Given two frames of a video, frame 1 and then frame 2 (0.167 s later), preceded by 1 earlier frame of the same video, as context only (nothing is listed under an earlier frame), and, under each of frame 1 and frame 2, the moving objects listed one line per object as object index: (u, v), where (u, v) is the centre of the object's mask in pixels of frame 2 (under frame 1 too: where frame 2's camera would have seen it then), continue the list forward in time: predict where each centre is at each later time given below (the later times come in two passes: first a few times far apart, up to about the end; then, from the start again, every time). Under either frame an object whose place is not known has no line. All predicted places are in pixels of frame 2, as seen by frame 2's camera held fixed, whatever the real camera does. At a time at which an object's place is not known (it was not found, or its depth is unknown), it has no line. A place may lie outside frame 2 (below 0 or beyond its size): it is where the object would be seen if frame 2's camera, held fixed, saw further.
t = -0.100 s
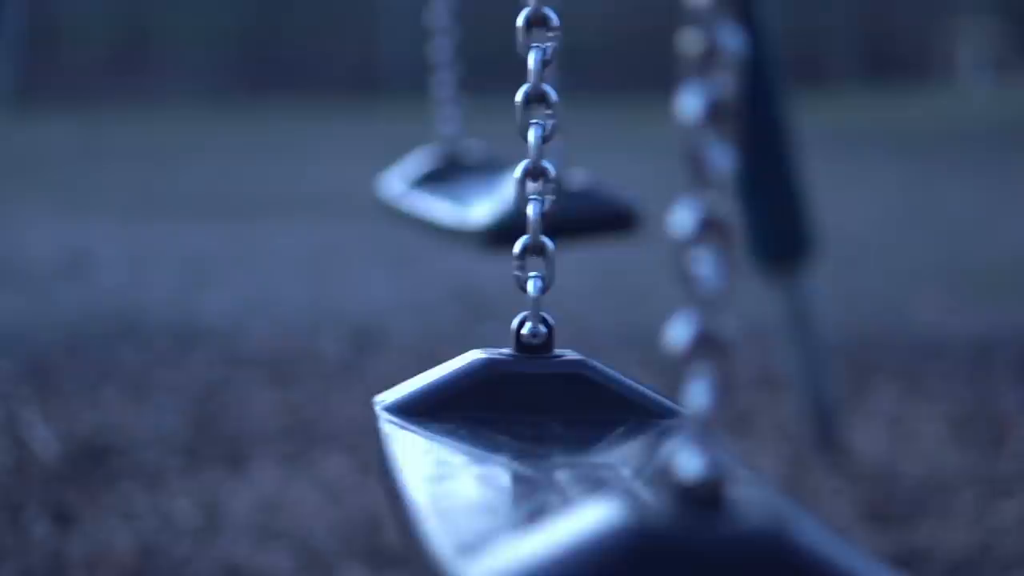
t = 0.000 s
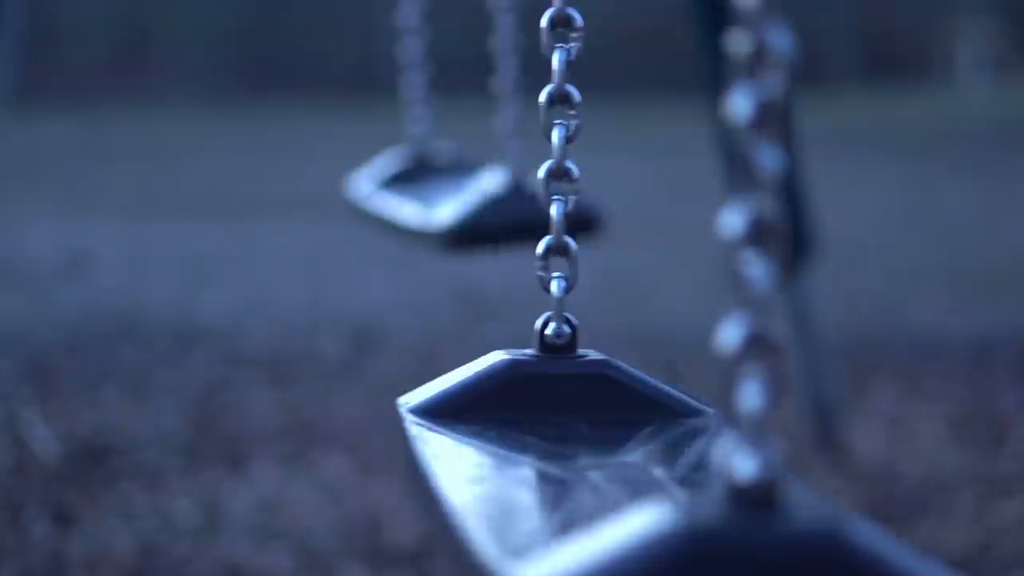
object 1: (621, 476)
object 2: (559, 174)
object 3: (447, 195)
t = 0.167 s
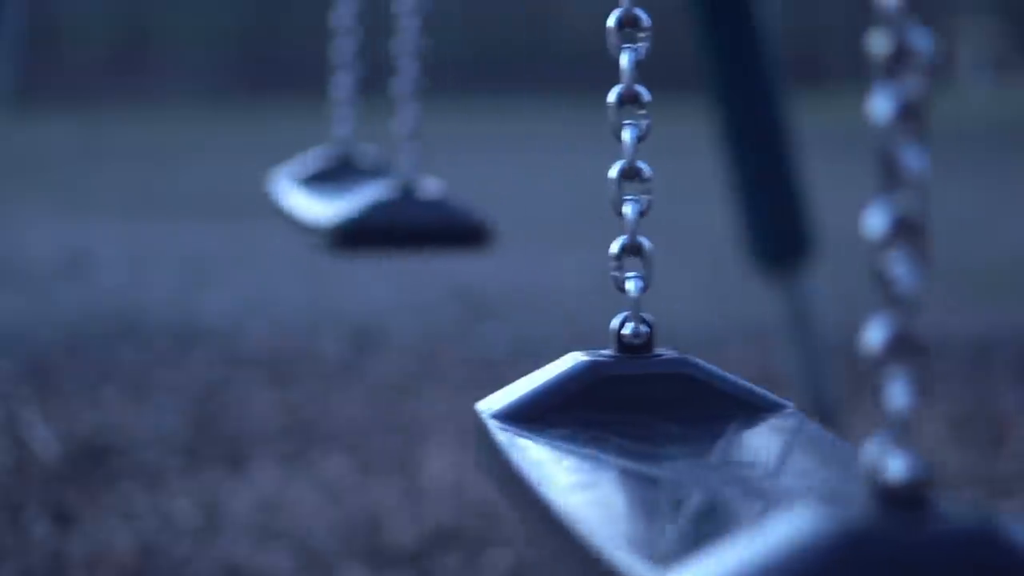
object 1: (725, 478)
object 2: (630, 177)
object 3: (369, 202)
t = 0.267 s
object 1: (769, 475)
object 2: (682, 176)
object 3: (315, 203)
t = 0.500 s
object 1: (855, 460)
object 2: (799, 174)
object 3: (230, 200)
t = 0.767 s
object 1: (905, 444)
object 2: (890, 169)
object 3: (214, 201)
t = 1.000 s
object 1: (915, 442)
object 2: (905, 168)
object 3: (262, 204)
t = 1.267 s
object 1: (878, 453)
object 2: (844, 168)
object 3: (385, 208)
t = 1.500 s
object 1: (788, 469)
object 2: (729, 169)
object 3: (515, 199)
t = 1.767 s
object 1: (646, 481)
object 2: (579, 174)
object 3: (621, 192)
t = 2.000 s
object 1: (528, 479)
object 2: (479, 174)
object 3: (646, 181)
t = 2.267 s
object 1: (485, 479)
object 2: (441, 177)
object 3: (608, 187)
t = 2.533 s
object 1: (572, 480)
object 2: (507, 173)
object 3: (494, 200)
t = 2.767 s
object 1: (708, 478)
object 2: (626, 174)
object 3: (387, 204)
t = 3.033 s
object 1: (834, 465)
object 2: (776, 170)
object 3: (276, 203)
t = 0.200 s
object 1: (744, 477)
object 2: (648, 177)
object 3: (351, 203)
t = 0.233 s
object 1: (754, 476)
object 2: (665, 175)
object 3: (332, 203)
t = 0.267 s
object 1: (769, 475)
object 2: (682, 176)
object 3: (315, 203)
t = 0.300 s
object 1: (782, 473)
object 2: (699, 177)
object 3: (300, 202)
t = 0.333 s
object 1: (793, 471)
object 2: (717, 175)
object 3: (285, 202)
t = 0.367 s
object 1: (808, 469)
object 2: (734, 174)
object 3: (270, 201)
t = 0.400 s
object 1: (821, 467)
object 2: (753, 172)
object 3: (260, 200)
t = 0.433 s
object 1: (831, 465)
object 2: (769, 173)
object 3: (249, 200)
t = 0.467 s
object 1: (844, 462)
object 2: (785, 173)
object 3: (239, 200)
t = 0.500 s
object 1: (855, 460)
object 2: (799, 174)
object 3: (230, 200)
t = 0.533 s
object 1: (865, 457)
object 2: (812, 173)
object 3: (223, 200)
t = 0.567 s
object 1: (874, 455)
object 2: (825, 173)
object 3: (218, 201)
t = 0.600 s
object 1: (882, 453)
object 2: (837, 171)
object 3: (215, 201)
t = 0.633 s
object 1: (888, 451)
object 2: (849, 171)
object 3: (213, 201)
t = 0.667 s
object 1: (895, 449)
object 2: (862, 170)
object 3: (211, 201)
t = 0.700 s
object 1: (898, 447)
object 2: (872, 169)
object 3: (211, 201)
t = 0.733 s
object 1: (902, 446)
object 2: (881, 168)
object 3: (211, 201)
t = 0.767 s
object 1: (905, 444)
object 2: (890, 169)
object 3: (214, 201)
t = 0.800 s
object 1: (909, 442)
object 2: (897, 169)
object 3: (217, 201)
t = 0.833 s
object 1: (912, 441)
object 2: (902, 169)
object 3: (222, 202)
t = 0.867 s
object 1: (913, 440)
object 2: (905, 168)
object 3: (227, 202)
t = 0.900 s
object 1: (914, 441)
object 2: (906, 169)
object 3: (234, 203)
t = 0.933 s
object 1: (915, 441)
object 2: (907, 169)
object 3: (241, 204)
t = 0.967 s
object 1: (916, 441)
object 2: (907, 168)
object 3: (251, 204)
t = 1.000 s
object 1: (915, 442)
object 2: (905, 168)
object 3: (262, 204)
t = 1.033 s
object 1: (913, 443)
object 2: (902, 169)
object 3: (273, 205)
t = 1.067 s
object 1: (911, 444)
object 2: (899, 168)
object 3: (286, 205)
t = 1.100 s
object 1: (907, 444)
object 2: (894, 168)
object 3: (301, 206)
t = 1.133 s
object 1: (903, 445)
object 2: (888, 168)
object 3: (316, 205)
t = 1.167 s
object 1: (899, 446)
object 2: (879, 168)
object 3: (333, 207)
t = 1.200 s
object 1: (893, 448)
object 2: (869, 168)
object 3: (350, 207)
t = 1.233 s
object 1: (885, 451)
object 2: (857, 167)
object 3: (367, 208)
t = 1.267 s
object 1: (878, 453)
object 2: (844, 168)
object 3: (385, 208)
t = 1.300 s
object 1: (869, 455)
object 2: (830, 168)
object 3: (404, 207)
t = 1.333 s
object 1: (860, 457)
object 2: (815, 168)
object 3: (423, 206)
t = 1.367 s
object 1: (848, 460)
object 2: (799, 171)
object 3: (443, 205)
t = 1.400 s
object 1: (837, 463)
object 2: (782, 169)
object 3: (462, 203)
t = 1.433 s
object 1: (823, 465)
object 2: (764, 170)
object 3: (481, 201)
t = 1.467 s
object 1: (806, 467)
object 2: (746, 168)
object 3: (498, 200)
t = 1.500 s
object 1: (788, 469)
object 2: (729, 169)
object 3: (515, 199)
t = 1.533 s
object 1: (772, 472)
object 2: (712, 172)
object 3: (531, 198)
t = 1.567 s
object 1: (756, 474)
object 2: (694, 171)
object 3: (544, 196)
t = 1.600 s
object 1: (741, 476)
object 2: (676, 173)
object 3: (550, 194)
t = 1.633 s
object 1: (726, 477)
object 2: (656, 173)
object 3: (549, 192)
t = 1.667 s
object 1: (702, 480)
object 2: (638, 174)
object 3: (578, 194)
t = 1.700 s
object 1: (687, 479)
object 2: (619, 168)
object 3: (592, 193)
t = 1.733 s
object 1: (666, 480)
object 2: (599, 172)
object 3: (615, 194)
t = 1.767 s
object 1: (646, 481)
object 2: (579, 174)
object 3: (621, 192)
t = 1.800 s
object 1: (630, 479)
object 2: (561, 172)
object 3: (623, 190)
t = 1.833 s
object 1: (609, 481)
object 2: (545, 173)
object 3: (638, 191)
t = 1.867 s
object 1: (591, 479)
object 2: (529, 173)
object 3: (621, 185)
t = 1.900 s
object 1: (574, 480)
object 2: (515, 174)
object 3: (610, 181)
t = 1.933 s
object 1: (556, 480)
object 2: (503, 174)
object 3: (603, 179)
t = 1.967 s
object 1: (543, 478)
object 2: (491, 174)
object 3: (638, 180)
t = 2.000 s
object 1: (528, 479)
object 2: (479, 174)
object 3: (646, 181)
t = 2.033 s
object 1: (518, 480)
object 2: (470, 175)
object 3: (651, 181)
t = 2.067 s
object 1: (506, 481)
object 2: (460, 175)
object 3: (644, 182)
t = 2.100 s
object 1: (503, 479)
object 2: (452, 176)
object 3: (640, 182)
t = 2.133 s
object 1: (494, 479)
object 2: (444, 176)
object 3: (659, 182)
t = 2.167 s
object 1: (492, 479)
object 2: (441, 176)
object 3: (660, 191)
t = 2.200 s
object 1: (487, 479)
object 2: (438, 176)
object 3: (623, 183)
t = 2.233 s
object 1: (485, 480)
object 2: (439, 177)
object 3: (623, 185)
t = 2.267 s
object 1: (485, 479)
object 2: (441, 177)
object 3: (608, 187)
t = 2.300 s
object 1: (486, 479)
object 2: (443, 176)
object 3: (593, 188)
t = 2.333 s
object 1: (493, 478)
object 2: (448, 177)
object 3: (560, 187)
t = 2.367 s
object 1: (501, 479)
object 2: (455, 176)
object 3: (557, 190)
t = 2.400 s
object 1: (511, 478)
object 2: (463, 177)
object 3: (557, 193)
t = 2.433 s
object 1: (515, 481)
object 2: (472, 178)
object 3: (556, 198)
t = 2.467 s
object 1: (534, 479)
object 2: (482, 175)
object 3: (558, 201)
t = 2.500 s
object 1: (552, 480)
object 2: (494, 175)
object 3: (522, 200)
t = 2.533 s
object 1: (572, 480)
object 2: (507, 173)
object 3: (494, 200)
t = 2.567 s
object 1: (590, 480)
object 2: (520, 176)
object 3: (474, 202)
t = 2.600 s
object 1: (607, 480)
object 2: (535, 174)
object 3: (451, 201)
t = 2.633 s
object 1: (630, 480)
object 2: (551, 174)
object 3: (450, 201)
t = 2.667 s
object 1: (650, 481)
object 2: (569, 175)
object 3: (435, 202)
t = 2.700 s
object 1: (671, 481)
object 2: (587, 175)
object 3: (419, 203)
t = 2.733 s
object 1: (691, 479)
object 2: (606, 174)
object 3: (403, 202)
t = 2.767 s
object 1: (708, 478)
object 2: (626, 174)
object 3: (387, 204)
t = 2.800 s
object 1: (729, 476)
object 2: (646, 174)
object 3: (372, 204)
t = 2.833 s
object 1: (747, 476)
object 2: (665, 173)
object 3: (357, 204)
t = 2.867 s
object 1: (761, 476)
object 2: (685, 173)
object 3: (342, 204)
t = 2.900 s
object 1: (781, 473)
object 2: (704, 172)
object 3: (328, 202)
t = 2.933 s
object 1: (795, 471)
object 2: (722, 172)
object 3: (314, 204)
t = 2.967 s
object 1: (809, 468)
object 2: (740, 170)
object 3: (301, 203)
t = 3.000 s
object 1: (821, 467)
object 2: (758, 170)
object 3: (288, 203)
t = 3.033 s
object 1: (834, 465)
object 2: (776, 170)
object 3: (276, 203)
